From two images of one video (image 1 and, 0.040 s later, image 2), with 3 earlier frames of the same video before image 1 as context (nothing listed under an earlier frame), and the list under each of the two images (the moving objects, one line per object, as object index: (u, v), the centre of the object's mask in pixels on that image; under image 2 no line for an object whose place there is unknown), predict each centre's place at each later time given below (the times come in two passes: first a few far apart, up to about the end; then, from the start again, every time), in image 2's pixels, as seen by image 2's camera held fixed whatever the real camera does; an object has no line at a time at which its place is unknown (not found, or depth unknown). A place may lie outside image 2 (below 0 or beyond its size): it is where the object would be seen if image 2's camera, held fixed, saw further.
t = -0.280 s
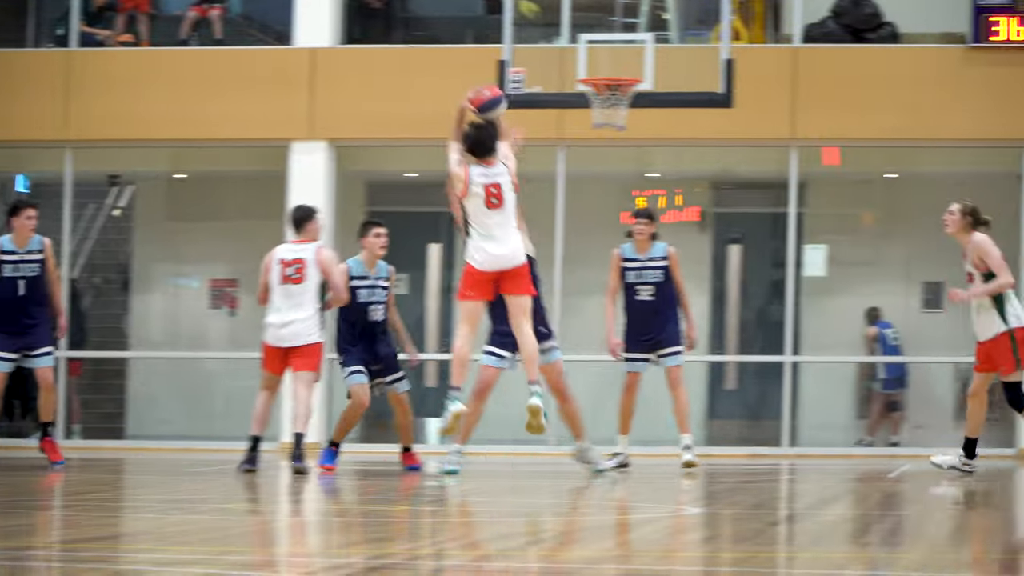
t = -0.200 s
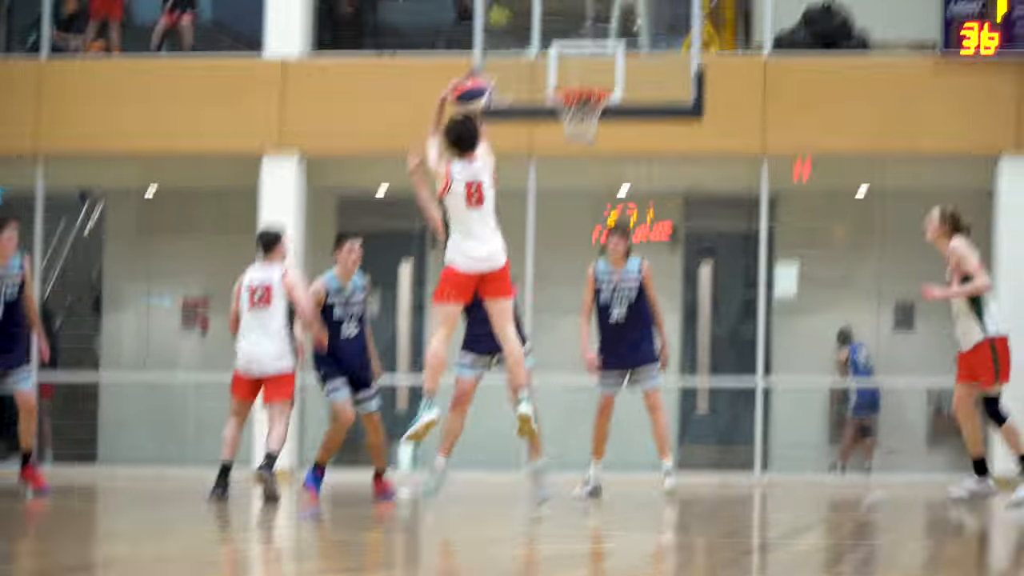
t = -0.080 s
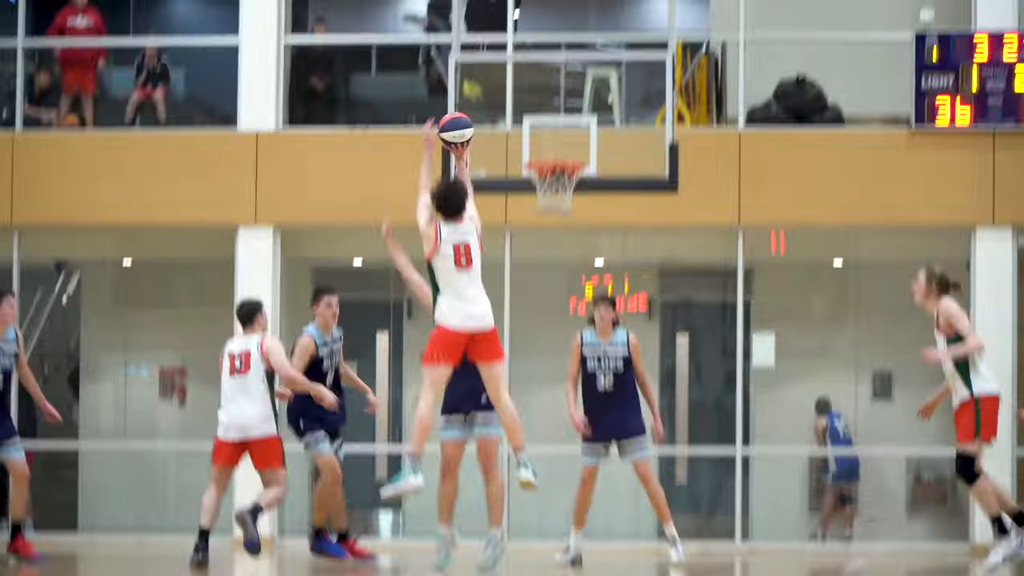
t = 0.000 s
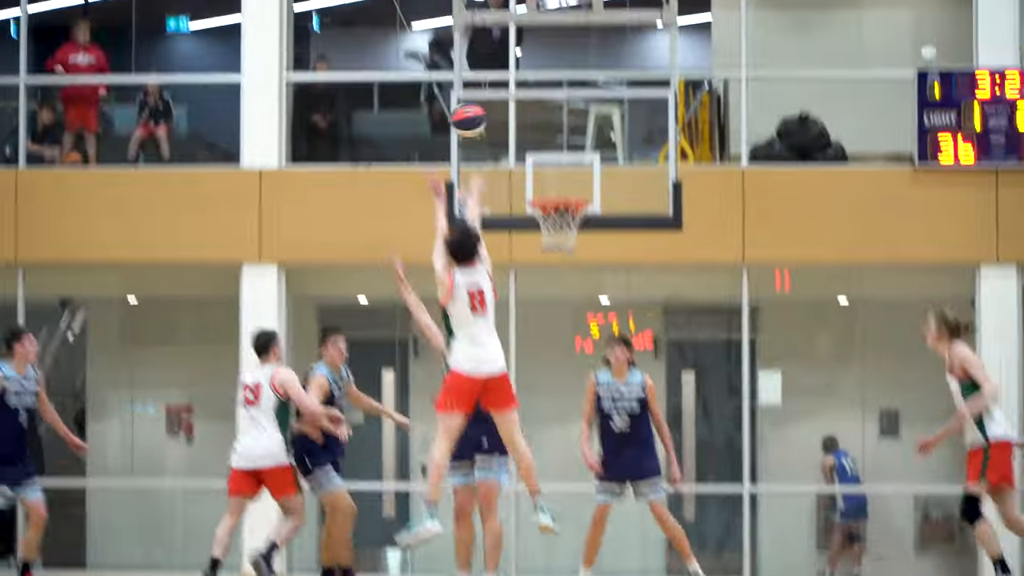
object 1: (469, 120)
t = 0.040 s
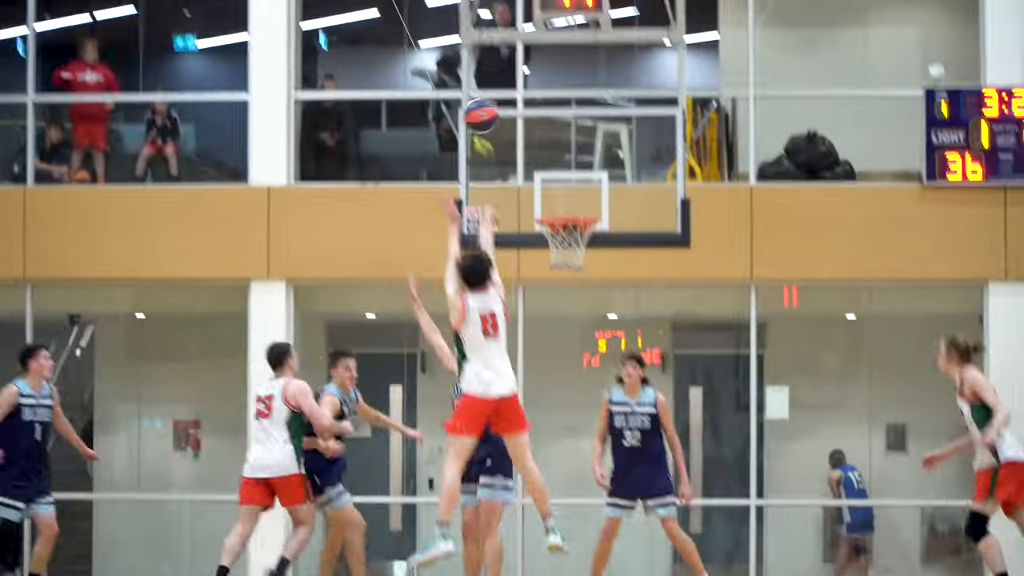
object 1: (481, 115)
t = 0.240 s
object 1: (499, 44)
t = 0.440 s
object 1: (517, 33)
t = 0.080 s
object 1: (485, 97)
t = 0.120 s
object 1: (488, 78)
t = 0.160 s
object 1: (493, 68)
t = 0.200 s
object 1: (496, 54)
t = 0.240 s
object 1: (499, 44)
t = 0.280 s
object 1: (503, 38)
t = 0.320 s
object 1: (507, 33)
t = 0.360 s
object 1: (511, 29)
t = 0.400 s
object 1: (513, 31)
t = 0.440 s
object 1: (517, 33)
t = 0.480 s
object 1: (520, 36)
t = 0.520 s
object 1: (524, 43)
